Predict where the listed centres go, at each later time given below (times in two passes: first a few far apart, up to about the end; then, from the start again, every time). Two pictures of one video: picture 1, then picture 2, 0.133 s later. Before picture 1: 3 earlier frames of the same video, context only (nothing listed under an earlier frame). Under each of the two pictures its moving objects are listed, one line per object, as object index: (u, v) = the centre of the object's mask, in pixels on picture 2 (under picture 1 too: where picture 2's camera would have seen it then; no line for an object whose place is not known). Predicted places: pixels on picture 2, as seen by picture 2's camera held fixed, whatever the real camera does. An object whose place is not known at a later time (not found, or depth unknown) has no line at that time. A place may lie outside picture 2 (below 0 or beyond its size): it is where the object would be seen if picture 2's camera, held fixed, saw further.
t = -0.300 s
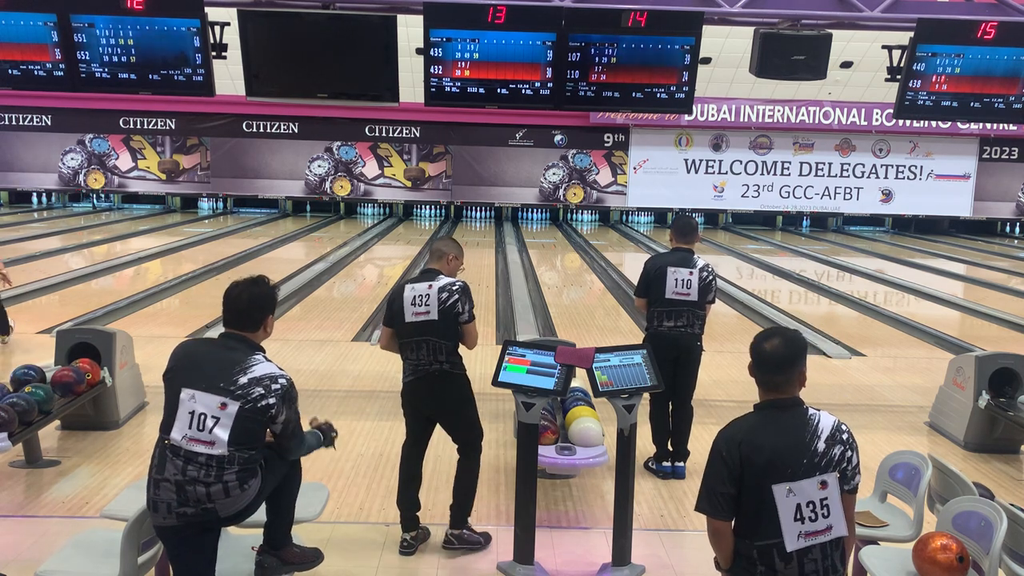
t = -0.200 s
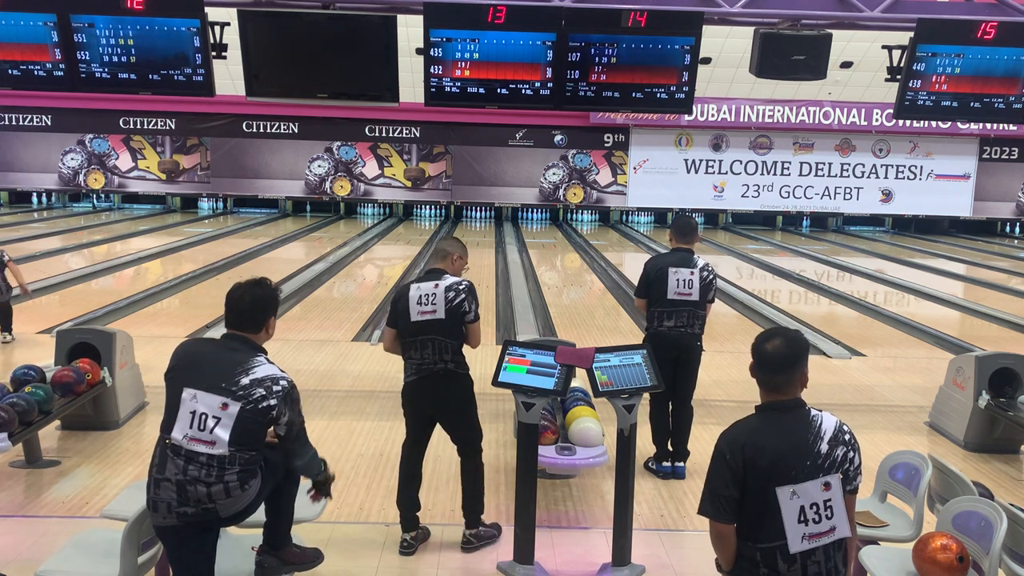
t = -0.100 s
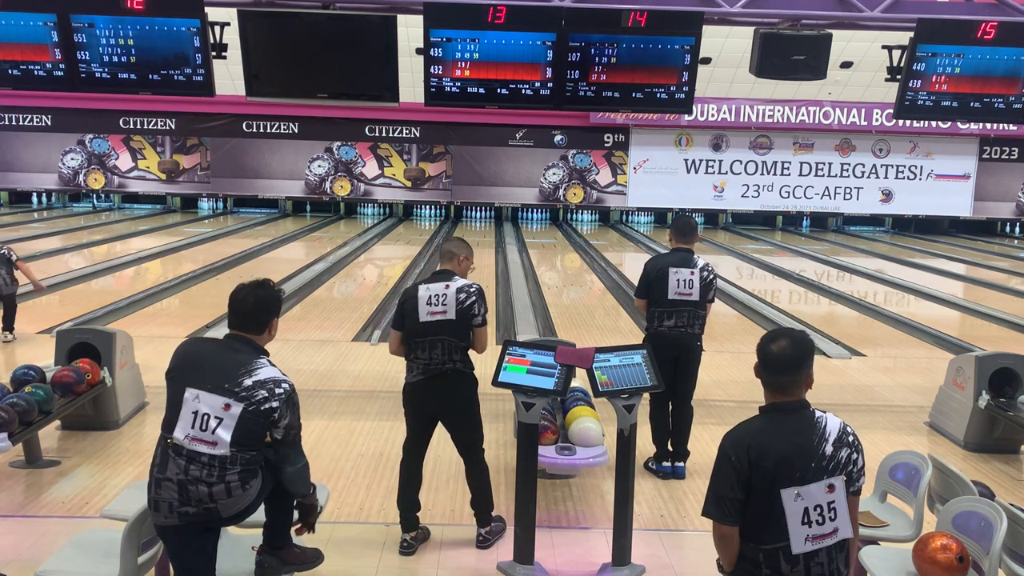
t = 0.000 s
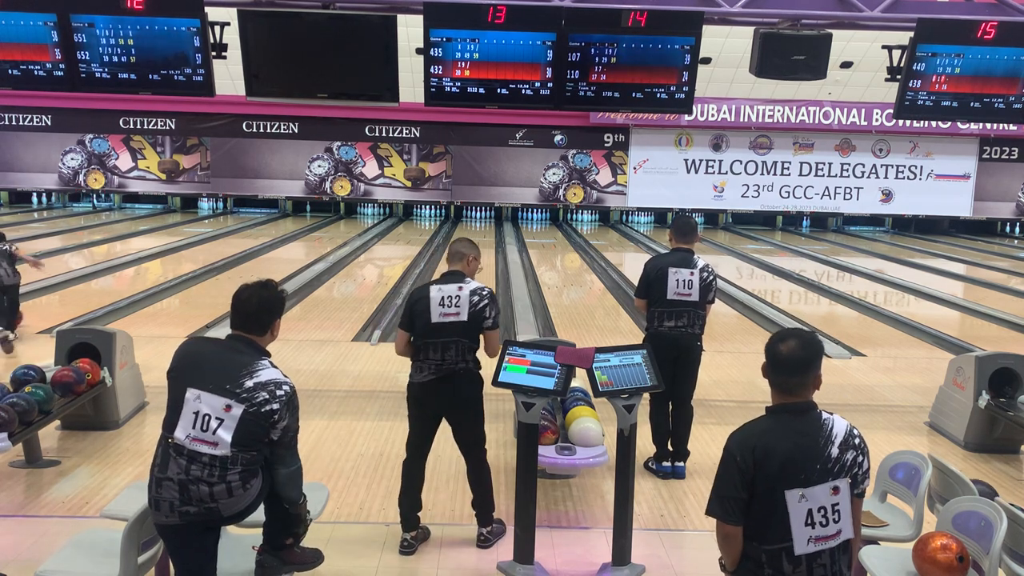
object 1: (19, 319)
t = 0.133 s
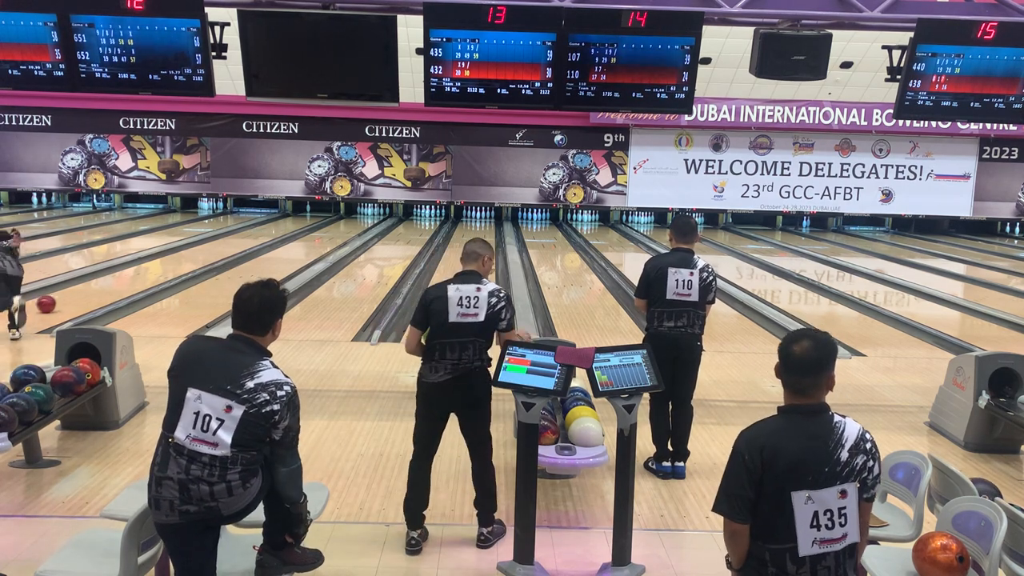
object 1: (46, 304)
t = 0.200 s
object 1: (61, 299)
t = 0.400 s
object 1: (100, 284)
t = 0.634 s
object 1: (136, 269)
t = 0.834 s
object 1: (160, 259)
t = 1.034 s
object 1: (182, 251)
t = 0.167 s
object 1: (53, 302)
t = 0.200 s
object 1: (61, 299)
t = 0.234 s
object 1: (68, 296)
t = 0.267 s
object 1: (75, 294)
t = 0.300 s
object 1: (81, 291)
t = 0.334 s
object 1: (88, 288)
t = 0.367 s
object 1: (94, 286)
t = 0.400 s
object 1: (100, 284)
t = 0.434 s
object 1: (105, 281)
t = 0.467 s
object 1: (111, 279)
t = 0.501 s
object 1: (116, 277)
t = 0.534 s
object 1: (121, 275)
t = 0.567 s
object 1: (126, 273)
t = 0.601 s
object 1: (131, 271)
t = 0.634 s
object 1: (136, 269)
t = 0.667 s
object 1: (140, 268)
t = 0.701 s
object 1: (144, 266)
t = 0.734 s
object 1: (148, 264)
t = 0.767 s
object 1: (153, 263)
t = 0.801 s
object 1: (157, 262)
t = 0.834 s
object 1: (160, 259)
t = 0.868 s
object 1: (165, 258)
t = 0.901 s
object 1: (168, 256)
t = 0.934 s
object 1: (172, 255)
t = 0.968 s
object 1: (175, 254)
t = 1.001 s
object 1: (179, 252)
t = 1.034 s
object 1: (182, 251)
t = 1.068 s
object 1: (185, 250)
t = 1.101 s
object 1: (188, 249)
